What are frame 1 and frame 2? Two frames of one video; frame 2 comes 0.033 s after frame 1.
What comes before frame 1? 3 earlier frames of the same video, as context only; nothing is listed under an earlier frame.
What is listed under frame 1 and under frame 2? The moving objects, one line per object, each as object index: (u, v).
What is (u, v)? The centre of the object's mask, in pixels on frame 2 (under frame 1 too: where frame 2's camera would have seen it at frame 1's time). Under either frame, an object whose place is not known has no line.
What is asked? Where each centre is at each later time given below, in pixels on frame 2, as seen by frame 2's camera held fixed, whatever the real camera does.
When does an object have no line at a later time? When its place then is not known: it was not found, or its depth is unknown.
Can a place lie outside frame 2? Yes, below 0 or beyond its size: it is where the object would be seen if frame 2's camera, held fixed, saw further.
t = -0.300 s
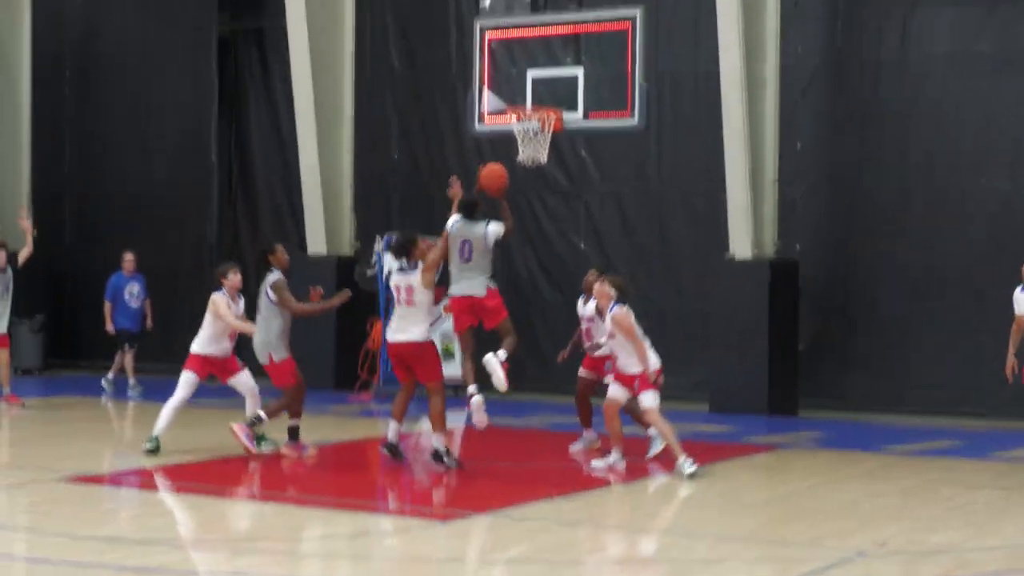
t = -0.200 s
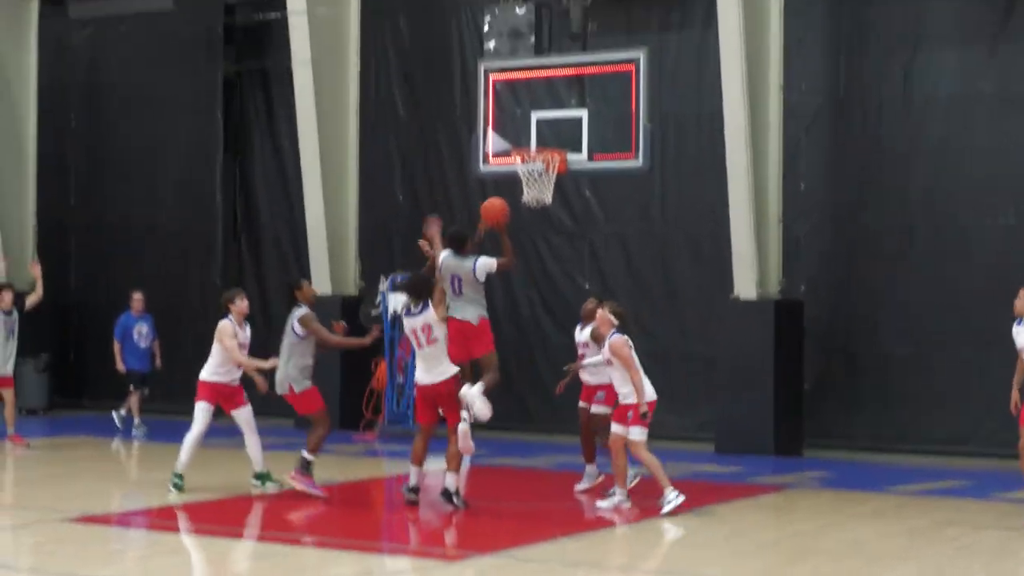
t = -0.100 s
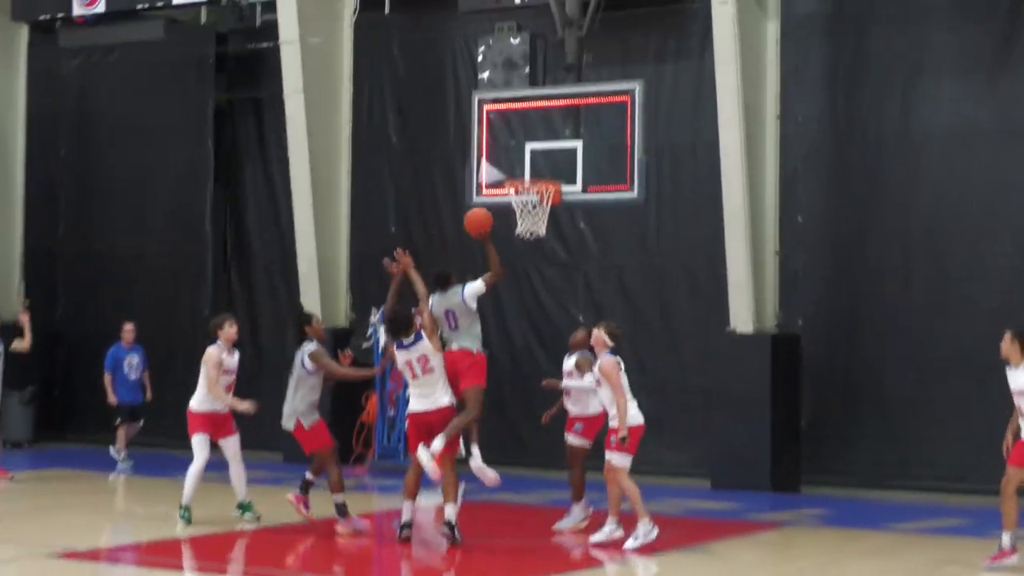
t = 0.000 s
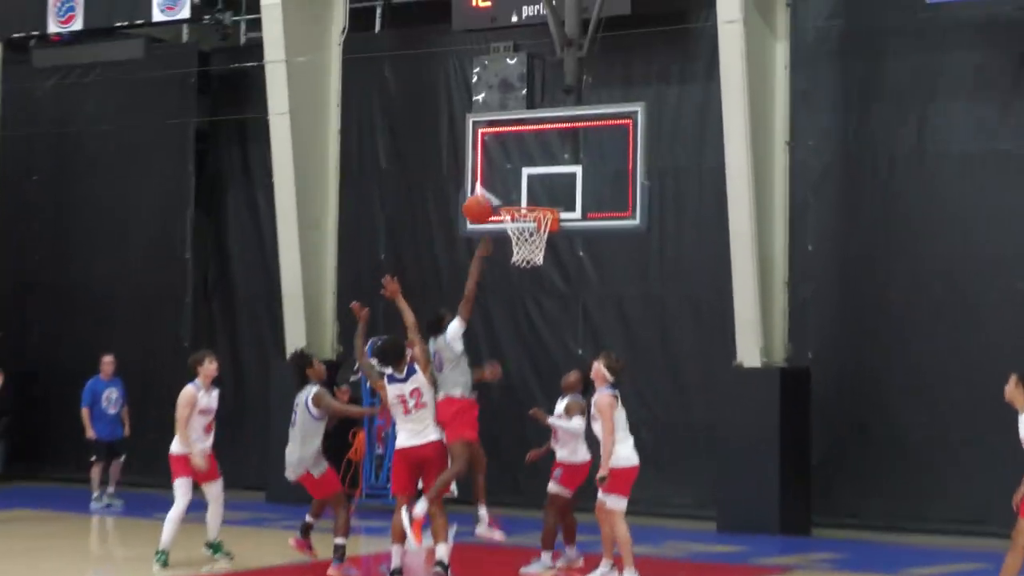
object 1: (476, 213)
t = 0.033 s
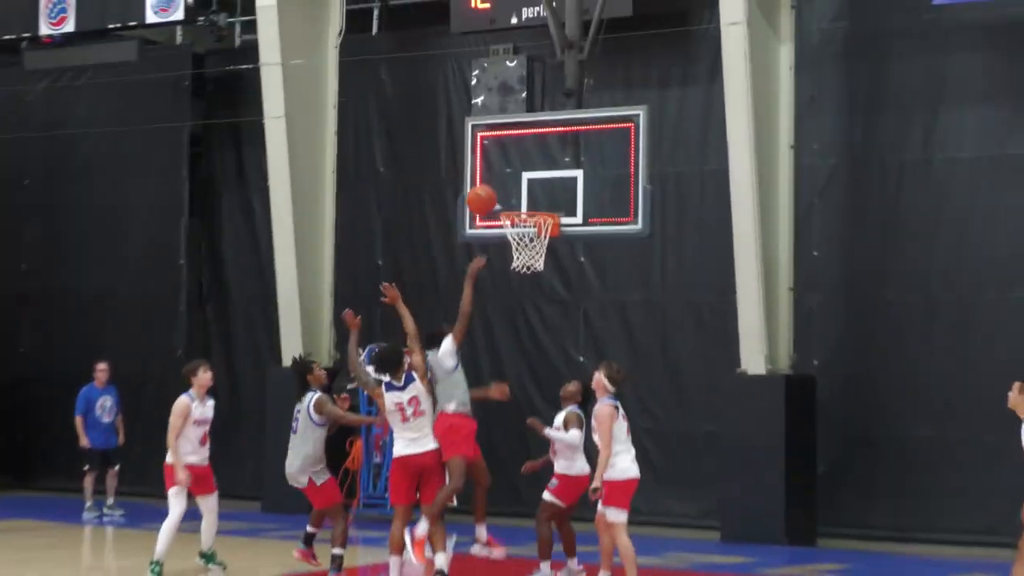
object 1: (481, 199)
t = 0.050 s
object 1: (483, 193)
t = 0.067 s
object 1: (486, 188)
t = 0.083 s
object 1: (488, 183)
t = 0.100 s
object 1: (489, 179)
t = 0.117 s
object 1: (491, 175)
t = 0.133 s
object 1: (493, 171)
